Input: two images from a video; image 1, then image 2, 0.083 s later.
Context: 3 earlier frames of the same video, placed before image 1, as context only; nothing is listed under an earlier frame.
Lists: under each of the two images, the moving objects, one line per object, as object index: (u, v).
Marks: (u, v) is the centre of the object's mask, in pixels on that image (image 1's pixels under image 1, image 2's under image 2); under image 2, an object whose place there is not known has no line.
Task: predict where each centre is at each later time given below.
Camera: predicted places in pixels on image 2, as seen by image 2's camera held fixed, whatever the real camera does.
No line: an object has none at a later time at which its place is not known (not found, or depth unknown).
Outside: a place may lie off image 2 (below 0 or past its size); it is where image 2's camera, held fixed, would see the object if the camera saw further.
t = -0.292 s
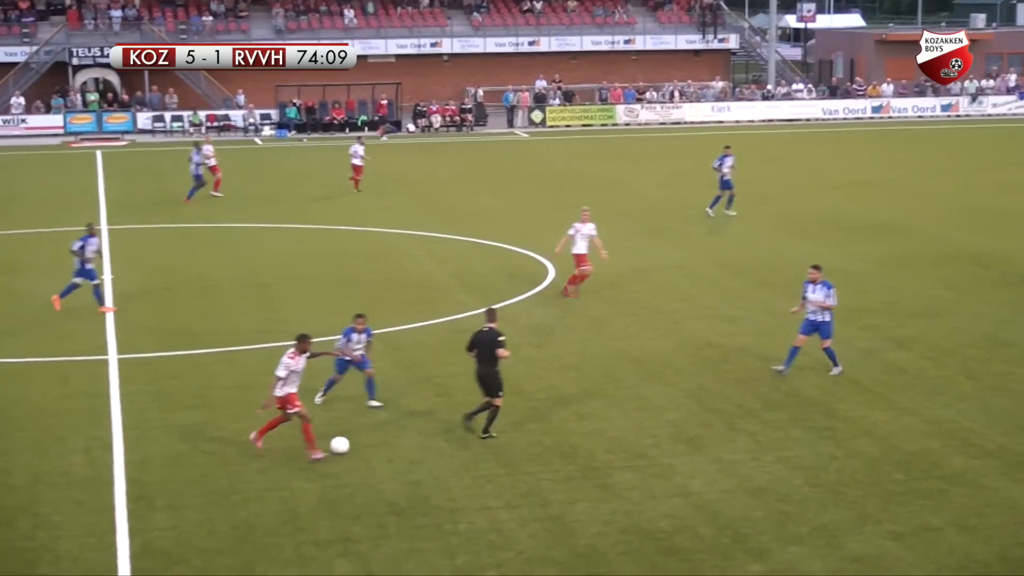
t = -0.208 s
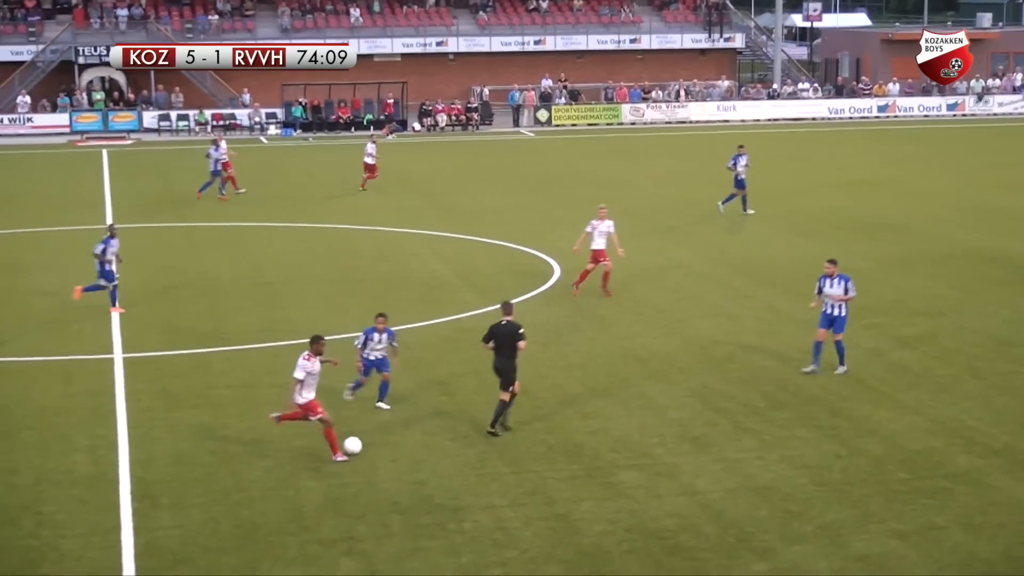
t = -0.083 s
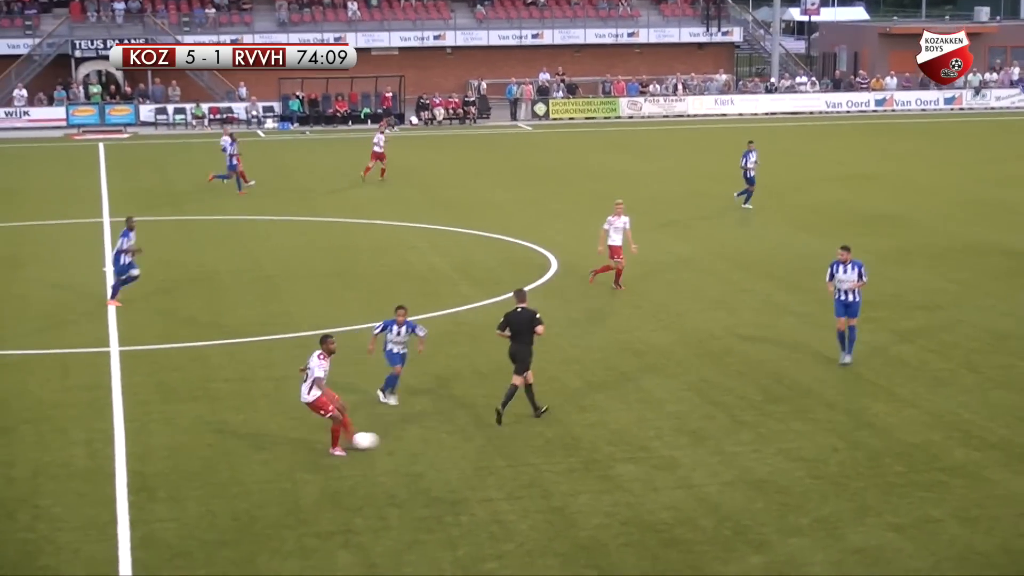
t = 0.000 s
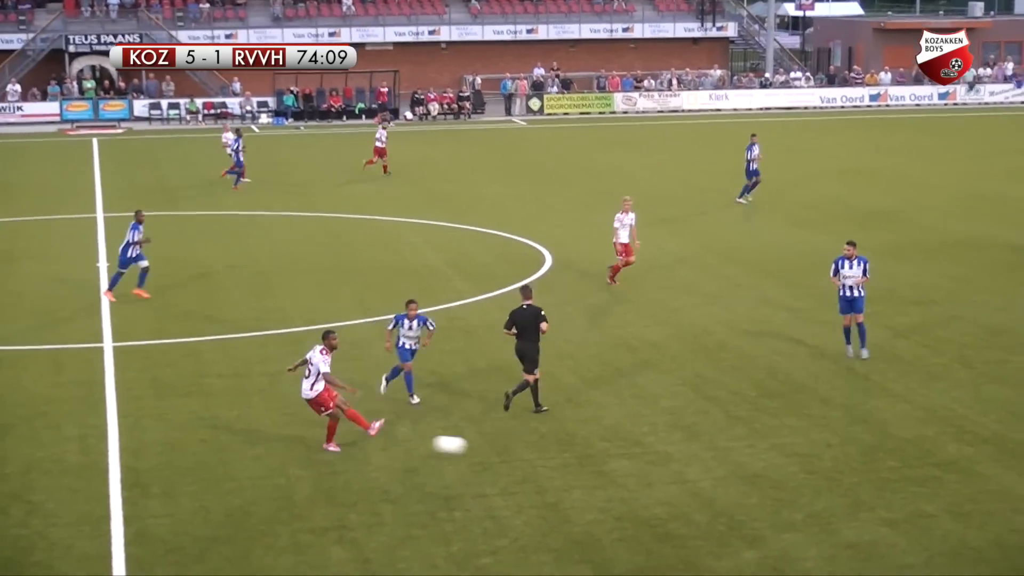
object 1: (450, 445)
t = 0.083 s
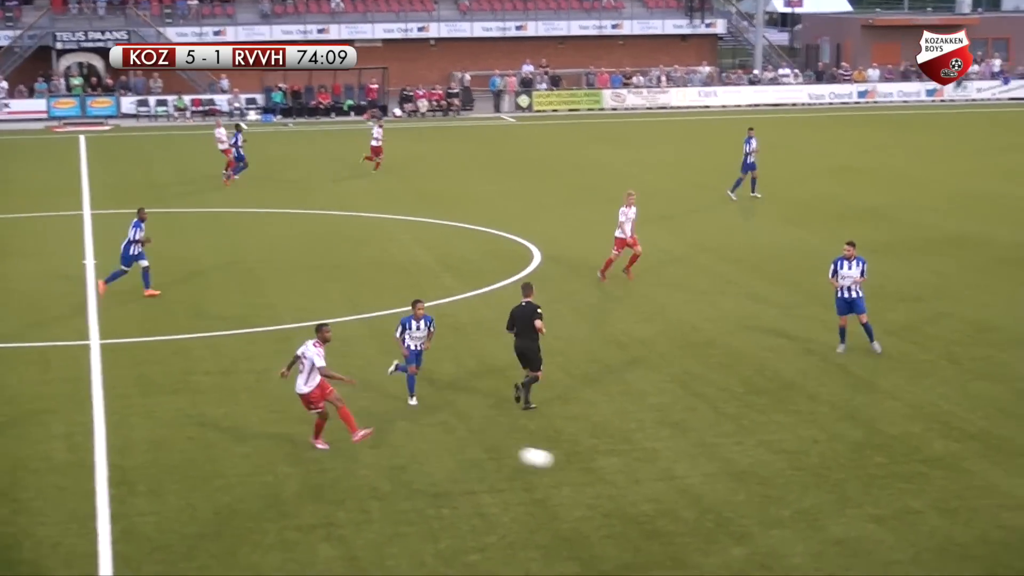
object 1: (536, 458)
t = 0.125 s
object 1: (587, 469)
